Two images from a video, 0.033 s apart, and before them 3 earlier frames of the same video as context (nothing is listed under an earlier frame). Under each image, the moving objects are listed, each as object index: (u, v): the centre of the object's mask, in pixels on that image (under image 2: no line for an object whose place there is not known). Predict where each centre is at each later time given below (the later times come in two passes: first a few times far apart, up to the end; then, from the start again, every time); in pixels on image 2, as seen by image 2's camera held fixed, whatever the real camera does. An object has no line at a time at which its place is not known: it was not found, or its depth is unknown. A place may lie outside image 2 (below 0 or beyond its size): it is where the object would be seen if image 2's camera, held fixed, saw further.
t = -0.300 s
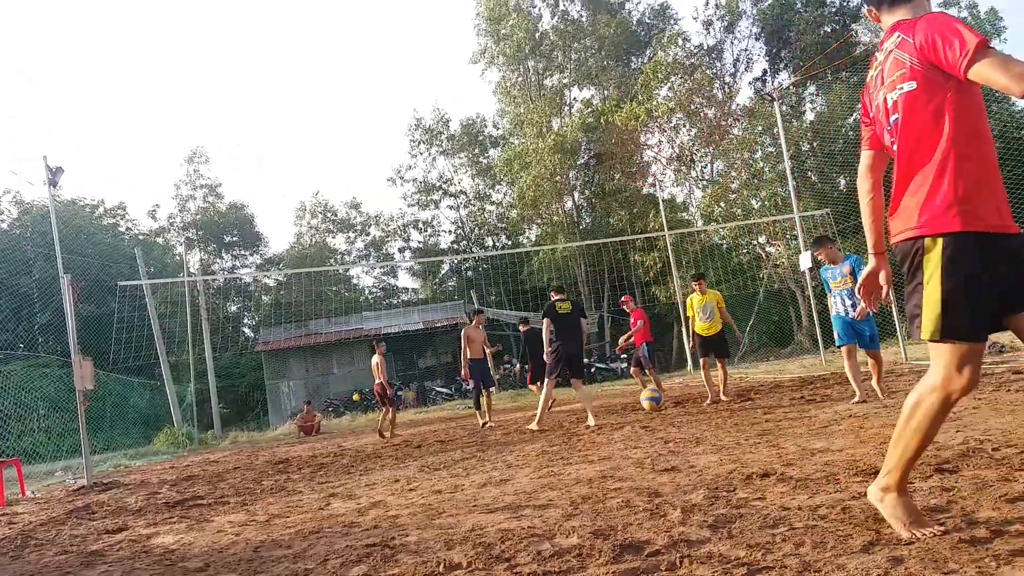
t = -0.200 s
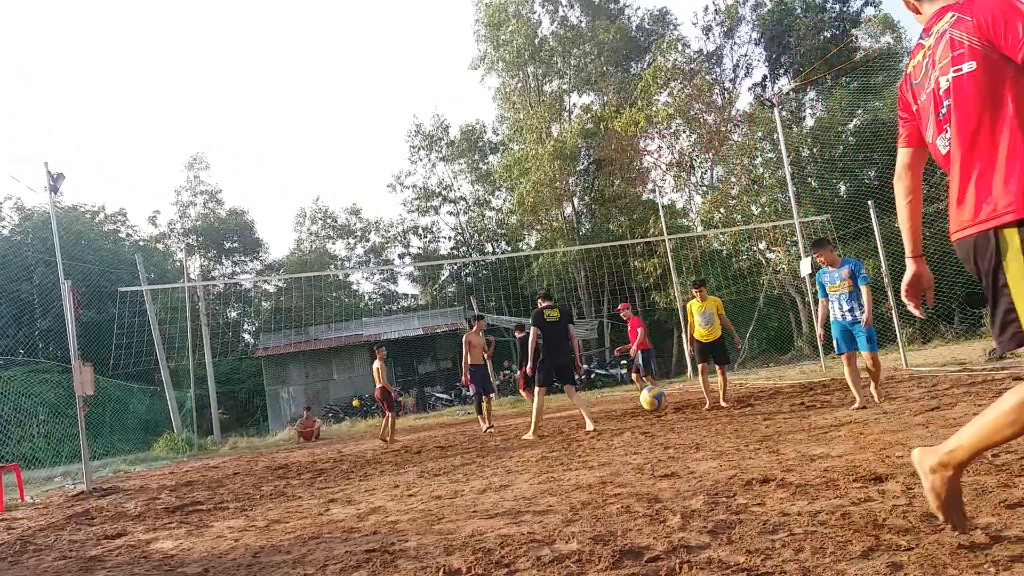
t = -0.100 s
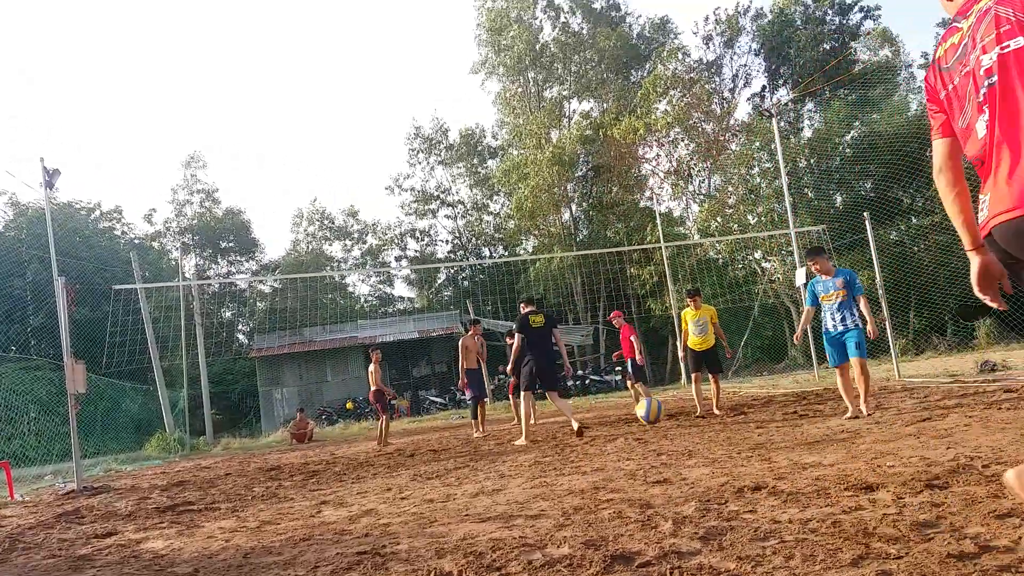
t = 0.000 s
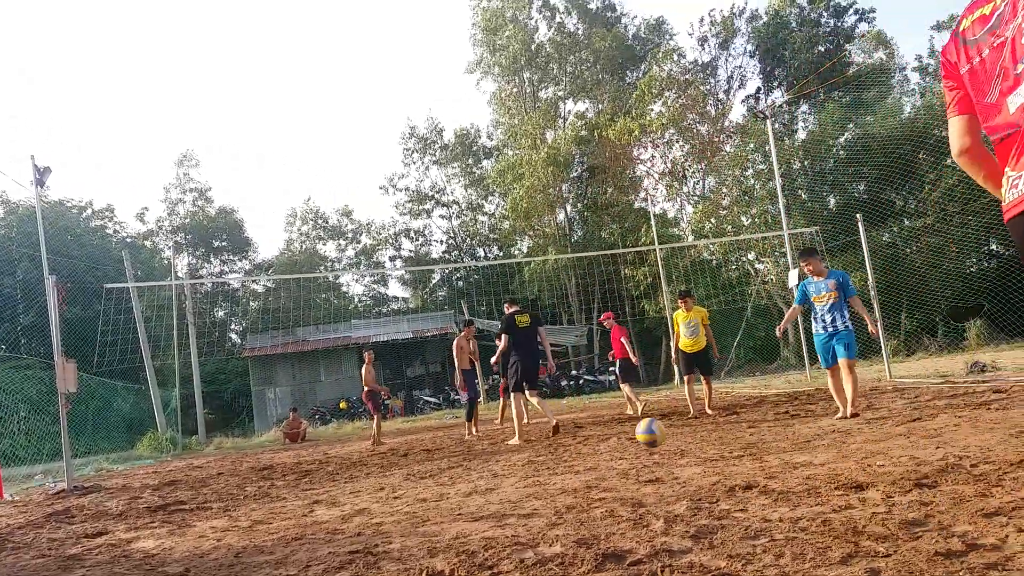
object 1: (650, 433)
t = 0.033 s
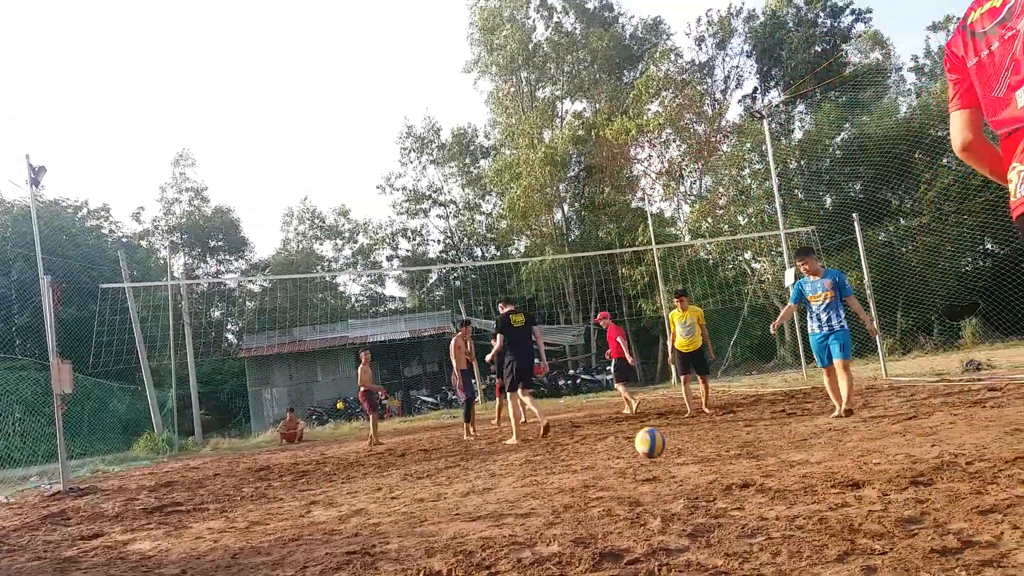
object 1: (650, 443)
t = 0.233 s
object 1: (660, 420)
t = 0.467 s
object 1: (687, 455)
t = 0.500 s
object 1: (695, 474)
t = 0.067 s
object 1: (653, 450)
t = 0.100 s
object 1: (654, 442)
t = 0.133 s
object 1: (654, 434)
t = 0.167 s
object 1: (656, 428)
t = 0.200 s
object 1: (658, 423)
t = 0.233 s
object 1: (660, 420)
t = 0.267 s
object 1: (662, 418)
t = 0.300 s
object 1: (664, 417)
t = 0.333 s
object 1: (667, 420)
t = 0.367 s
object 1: (671, 425)
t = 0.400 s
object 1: (675, 431)
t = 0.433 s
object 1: (680, 441)
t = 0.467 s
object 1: (687, 455)
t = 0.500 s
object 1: (695, 474)
